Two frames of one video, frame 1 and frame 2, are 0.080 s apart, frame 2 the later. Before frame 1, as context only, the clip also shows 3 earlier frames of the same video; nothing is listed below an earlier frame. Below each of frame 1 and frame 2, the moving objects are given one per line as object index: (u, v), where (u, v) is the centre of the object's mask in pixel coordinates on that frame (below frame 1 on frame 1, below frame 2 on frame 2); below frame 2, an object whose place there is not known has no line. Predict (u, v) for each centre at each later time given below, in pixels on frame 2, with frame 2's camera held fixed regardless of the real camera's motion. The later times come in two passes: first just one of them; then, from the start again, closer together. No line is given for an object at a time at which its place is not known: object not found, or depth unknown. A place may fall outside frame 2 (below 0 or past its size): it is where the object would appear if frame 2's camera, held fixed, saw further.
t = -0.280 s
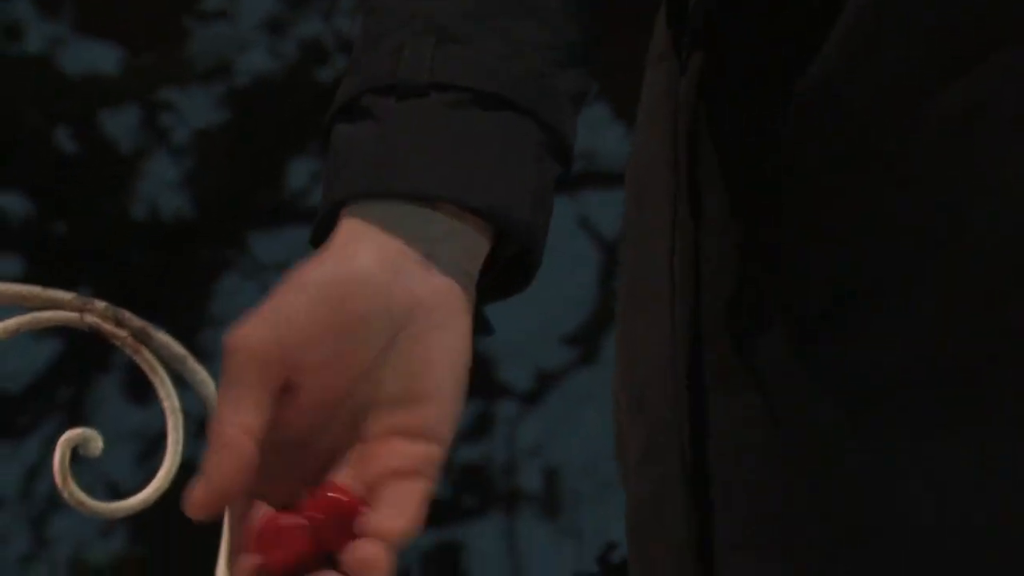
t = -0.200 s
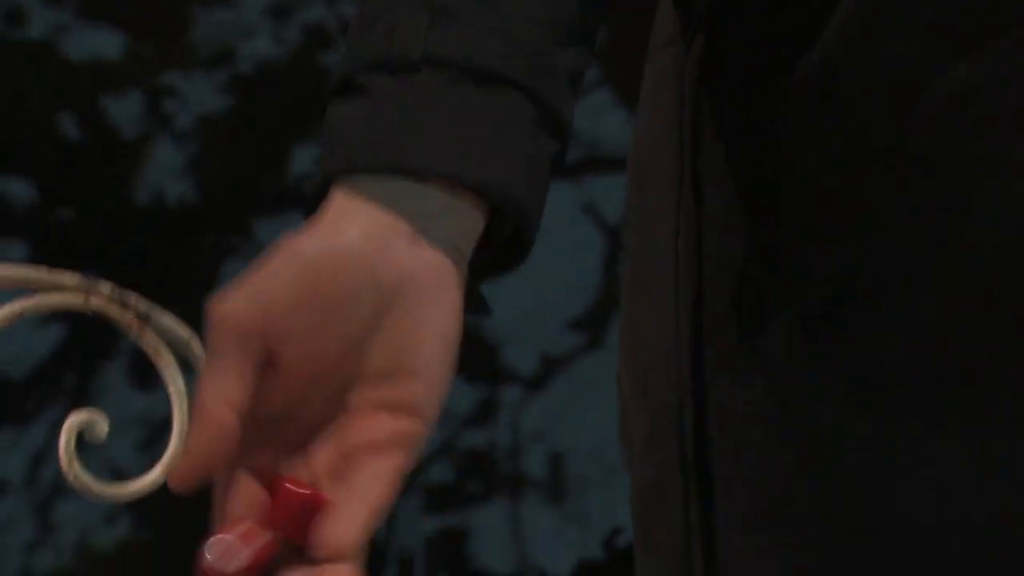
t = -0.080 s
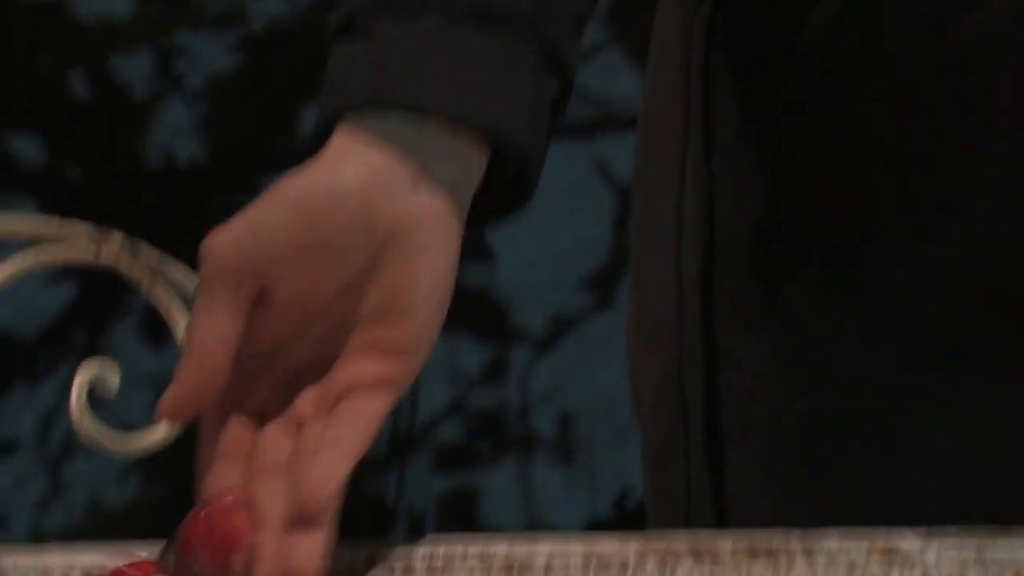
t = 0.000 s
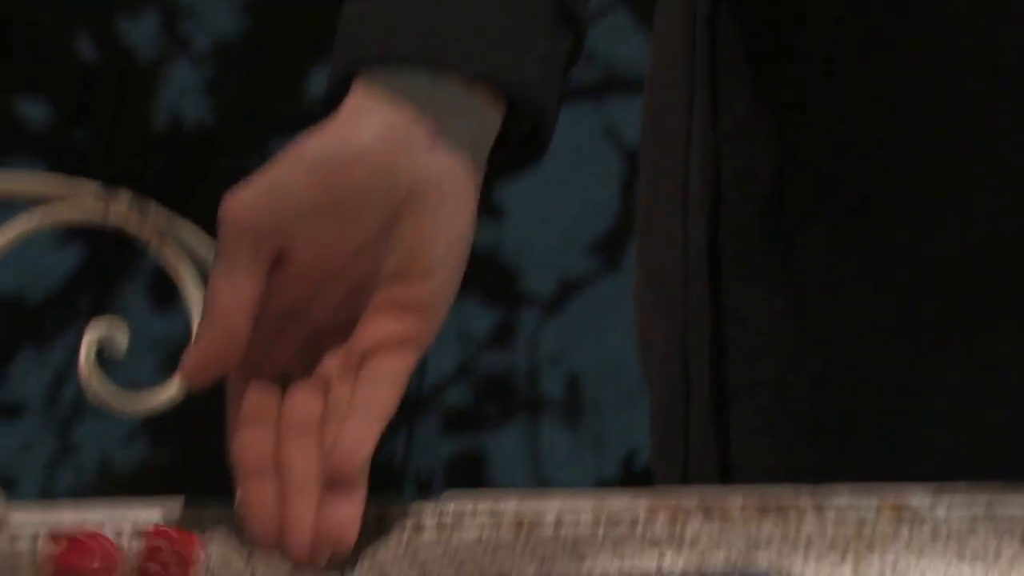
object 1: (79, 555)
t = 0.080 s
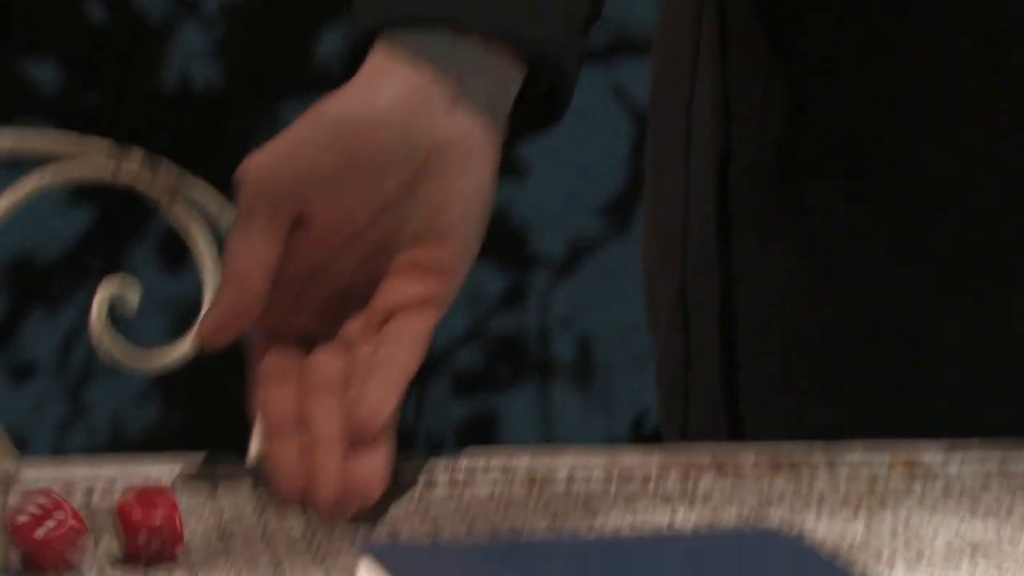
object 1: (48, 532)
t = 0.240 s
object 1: (-20, 558)
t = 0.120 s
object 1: (28, 543)
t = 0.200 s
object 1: (-8, 557)
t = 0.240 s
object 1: (-20, 558)
